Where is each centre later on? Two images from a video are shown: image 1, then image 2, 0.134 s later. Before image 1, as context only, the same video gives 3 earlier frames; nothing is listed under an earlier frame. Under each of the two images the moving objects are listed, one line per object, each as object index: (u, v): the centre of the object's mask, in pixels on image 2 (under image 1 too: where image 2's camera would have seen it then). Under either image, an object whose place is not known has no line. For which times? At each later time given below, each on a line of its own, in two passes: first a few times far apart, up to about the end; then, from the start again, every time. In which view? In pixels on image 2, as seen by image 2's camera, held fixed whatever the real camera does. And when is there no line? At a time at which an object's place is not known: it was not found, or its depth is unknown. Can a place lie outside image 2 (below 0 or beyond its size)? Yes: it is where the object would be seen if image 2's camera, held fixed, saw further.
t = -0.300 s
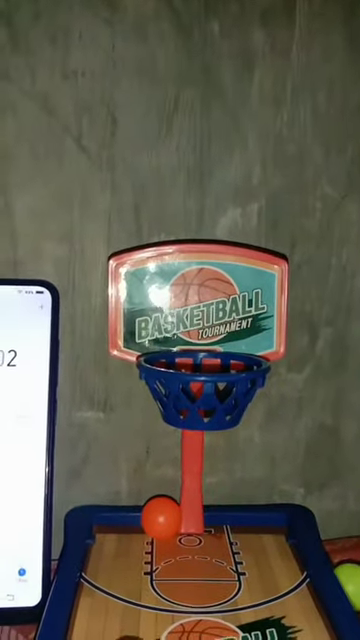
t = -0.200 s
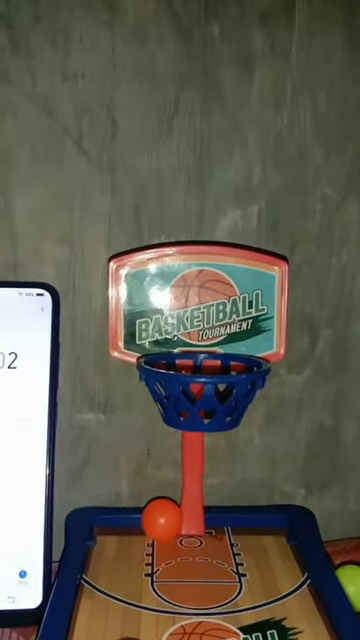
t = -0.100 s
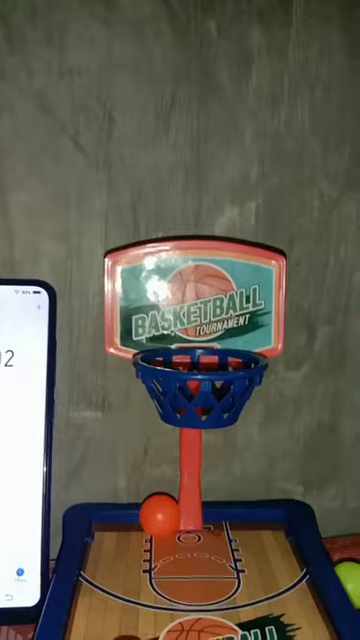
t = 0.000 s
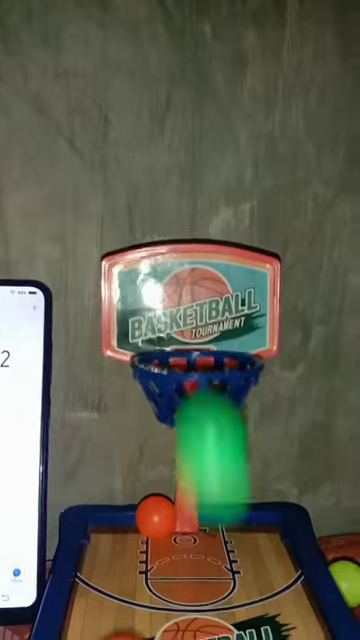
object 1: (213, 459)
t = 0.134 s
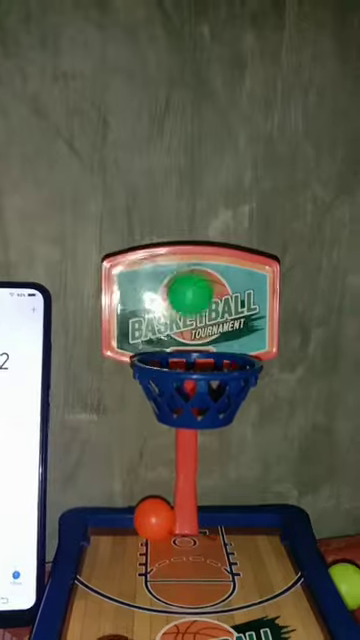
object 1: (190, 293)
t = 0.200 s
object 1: (184, 373)
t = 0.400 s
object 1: (188, 591)
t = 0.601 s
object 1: (224, 619)
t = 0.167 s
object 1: (187, 323)
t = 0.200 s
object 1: (184, 373)
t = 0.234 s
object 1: (182, 457)
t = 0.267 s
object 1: (182, 560)
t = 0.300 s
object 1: (182, 562)
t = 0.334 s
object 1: (184, 565)
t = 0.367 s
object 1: (186, 586)
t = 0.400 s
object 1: (188, 591)
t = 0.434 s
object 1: (192, 597)
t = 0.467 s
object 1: (195, 601)
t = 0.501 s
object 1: (201, 607)
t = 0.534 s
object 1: (207, 611)
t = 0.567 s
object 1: (215, 616)
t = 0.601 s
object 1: (224, 619)
